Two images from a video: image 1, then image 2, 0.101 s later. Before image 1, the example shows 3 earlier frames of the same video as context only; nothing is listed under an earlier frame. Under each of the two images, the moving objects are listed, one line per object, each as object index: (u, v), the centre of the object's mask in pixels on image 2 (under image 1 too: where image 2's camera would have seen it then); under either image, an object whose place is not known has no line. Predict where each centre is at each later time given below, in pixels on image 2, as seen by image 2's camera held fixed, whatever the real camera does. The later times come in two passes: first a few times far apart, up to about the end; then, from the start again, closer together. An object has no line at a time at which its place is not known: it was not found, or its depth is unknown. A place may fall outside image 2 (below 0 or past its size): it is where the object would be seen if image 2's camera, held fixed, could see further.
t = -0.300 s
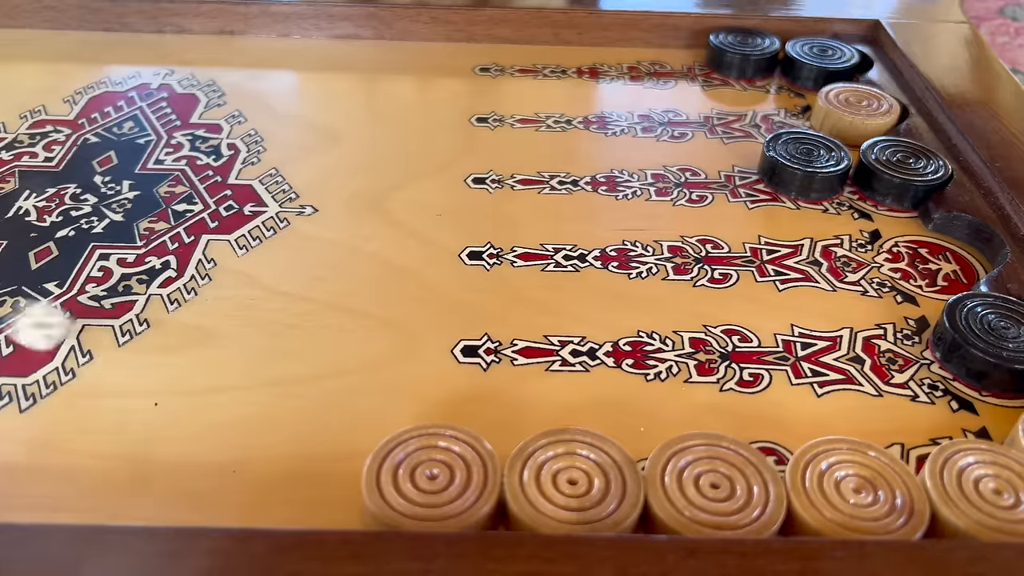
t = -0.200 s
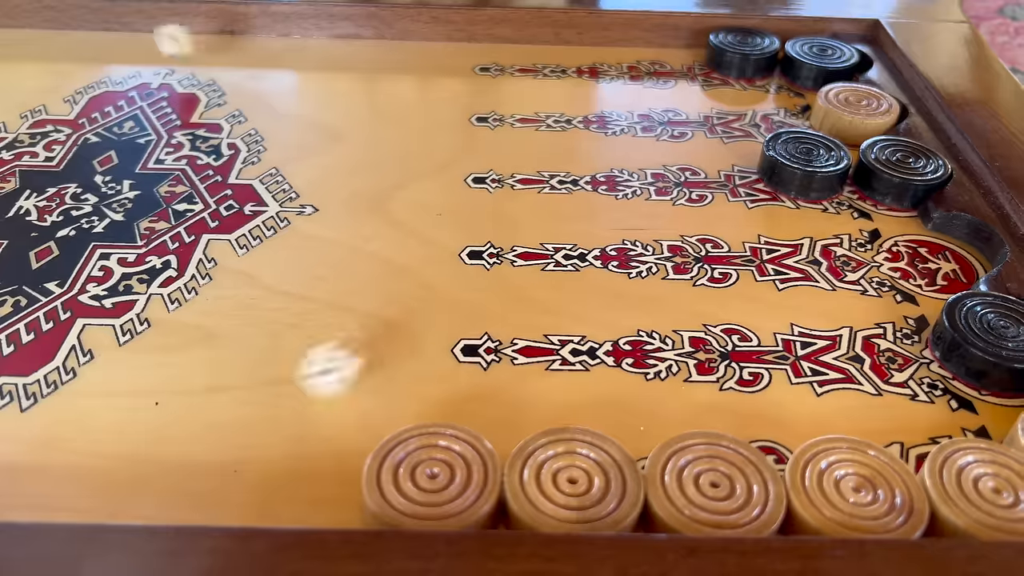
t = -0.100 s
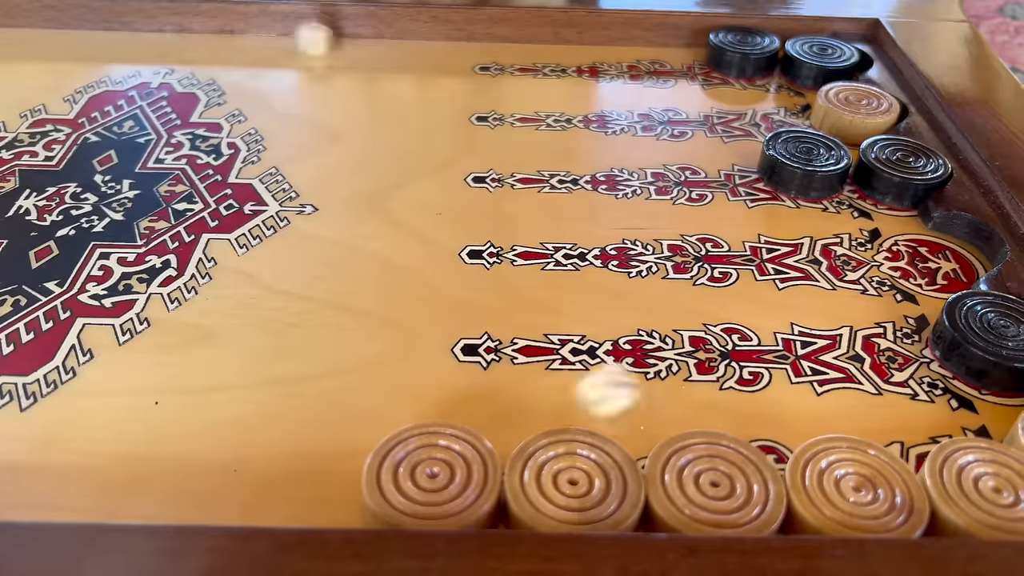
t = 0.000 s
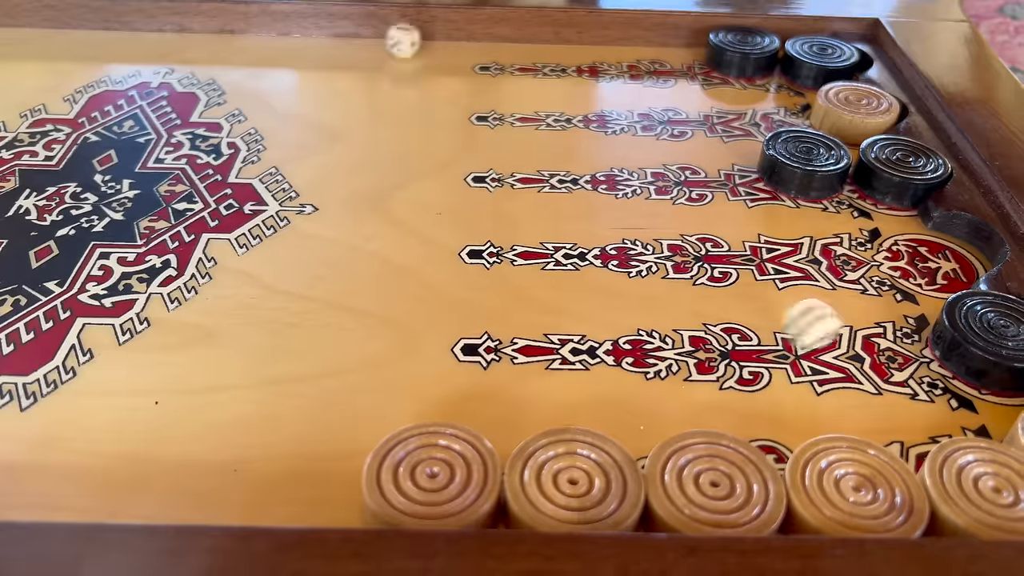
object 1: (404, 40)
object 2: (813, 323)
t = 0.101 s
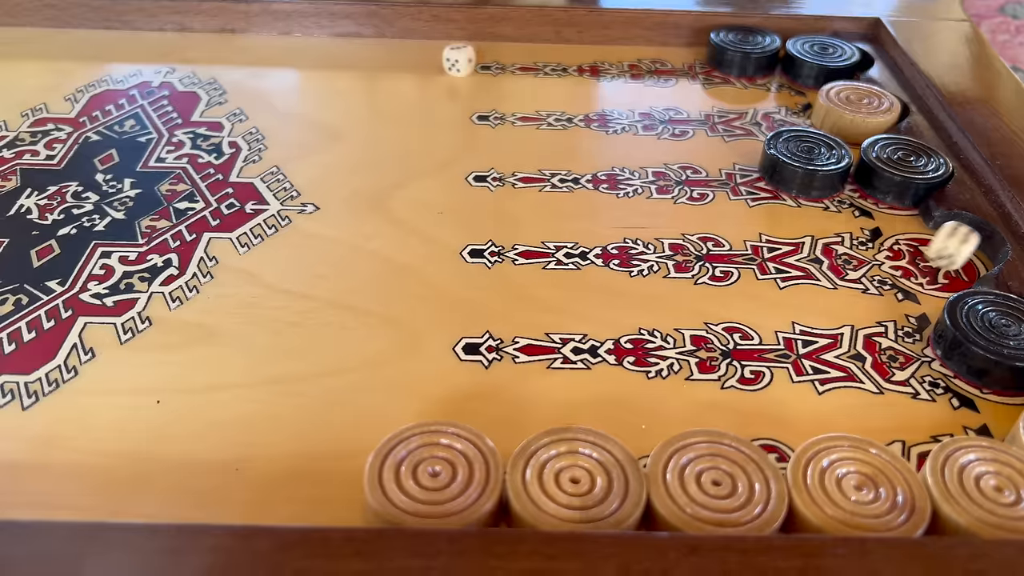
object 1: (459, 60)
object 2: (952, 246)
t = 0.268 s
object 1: (469, 63)
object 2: (789, 195)
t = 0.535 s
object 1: (469, 63)
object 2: (622, 140)
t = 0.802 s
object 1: (469, 63)
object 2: (620, 139)
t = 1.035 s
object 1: (469, 63)
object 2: (619, 139)
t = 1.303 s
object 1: (469, 63)
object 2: (620, 139)
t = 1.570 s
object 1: (469, 63)
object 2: (619, 139)
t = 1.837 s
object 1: (469, 63)
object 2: (619, 139)
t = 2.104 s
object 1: (469, 63)
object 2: (619, 139)
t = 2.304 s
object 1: (469, 63)
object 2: (620, 139)
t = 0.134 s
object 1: (467, 60)
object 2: (967, 240)
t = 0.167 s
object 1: (469, 62)
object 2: (917, 228)
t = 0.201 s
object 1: (469, 63)
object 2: (869, 211)
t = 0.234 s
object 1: (469, 63)
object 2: (826, 207)
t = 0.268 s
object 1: (469, 63)
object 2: (789, 195)
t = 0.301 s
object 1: (469, 63)
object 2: (757, 185)
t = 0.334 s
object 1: (469, 63)
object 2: (730, 172)
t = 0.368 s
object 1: (469, 63)
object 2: (707, 161)
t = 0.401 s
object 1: (469, 63)
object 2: (686, 154)
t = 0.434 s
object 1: (469, 63)
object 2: (665, 147)
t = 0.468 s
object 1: (469, 63)
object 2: (645, 141)
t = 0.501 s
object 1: (469, 63)
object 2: (631, 139)
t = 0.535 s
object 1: (469, 63)
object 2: (622, 140)
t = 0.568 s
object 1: (469, 63)
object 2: (619, 139)
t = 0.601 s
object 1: (469, 63)
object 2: (619, 139)
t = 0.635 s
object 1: (469, 63)
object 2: (620, 139)
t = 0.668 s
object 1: (469, 63)
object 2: (620, 139)
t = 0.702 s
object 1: (469, 63)
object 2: (620, 139)
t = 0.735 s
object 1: (469, 63)
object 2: (620, 139)
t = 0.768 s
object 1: (469, 63)
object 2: (620, 139)
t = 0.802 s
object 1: (469, 63)
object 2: (620, 139)
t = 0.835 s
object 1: (469, 63)
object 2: (620, 139)
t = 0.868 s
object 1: (469, 63)
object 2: (620, 139)
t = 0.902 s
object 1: (469, 63)
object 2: (620, 139)
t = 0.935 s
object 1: (469, 63)
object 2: (620, 139)
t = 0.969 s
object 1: (469, 63)
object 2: (620, 139)
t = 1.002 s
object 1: (469, 63)
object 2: (619, 139)
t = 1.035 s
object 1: (469, 63)
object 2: (619, 139)
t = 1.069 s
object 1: (469, 63)
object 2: (619, 139)
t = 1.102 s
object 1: (469, 63)
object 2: (619, 139)
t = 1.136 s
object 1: (469, 63)
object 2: (619, 139)
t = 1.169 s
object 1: (469, 63)
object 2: (619, 139)
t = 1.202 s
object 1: (469, 63)
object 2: (619, 139)
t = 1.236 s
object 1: (469, 63)
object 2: (619, 139)
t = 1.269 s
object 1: (469, 63)
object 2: (619, 139)
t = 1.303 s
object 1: (469, 63)
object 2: (620, 139)
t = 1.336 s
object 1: (469, 63)
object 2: (619, 139)
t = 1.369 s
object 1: (469, 63)
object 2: (619, 139)
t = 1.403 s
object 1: (469, 63)
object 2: (619, 139)
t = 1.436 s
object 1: (469, 63)
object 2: (619, 139)
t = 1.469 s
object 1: (469, 63)
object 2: (619, 139)
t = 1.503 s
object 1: (469, 63)
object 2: (620, 139)
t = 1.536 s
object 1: (469, 63)
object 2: (619, 139)
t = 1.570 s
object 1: (469, 63)
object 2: (619, 139)
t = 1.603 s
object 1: (469, 63)
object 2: (619, 139)
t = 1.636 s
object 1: (469, 63)
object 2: (619, 139)
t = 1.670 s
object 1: (469, 63)
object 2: (619, 139)
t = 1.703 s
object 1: (469, 63)
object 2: (619, 139)
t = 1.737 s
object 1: (469, 63)
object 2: (619, 139)
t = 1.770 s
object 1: (469, 63)
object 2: (619, 139)
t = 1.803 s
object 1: (469, 63)
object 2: (619, 139)
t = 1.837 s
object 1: (469, 63)
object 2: (619, 139)
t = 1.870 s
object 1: (469, 63)
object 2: (619, 139)
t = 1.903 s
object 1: (469, 63)
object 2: (619, 139)
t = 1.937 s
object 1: (469, 63)
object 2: (619, 139)
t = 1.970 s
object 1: (469, 63)
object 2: (619, 139)
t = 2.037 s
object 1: (469, 63)
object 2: (619, 139)
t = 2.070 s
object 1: (469, 63)
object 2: (619, 139)
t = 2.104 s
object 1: (469, 63)
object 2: (619, 139)
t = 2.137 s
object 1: (469, 63)
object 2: (619, 139)
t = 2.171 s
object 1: (469, 63)
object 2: (619, 139)
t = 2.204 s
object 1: (469, 63)
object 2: (619, 139)
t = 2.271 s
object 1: (469, 63)
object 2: (619, 139)
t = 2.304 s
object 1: (469, 63)
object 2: (620, 139)
